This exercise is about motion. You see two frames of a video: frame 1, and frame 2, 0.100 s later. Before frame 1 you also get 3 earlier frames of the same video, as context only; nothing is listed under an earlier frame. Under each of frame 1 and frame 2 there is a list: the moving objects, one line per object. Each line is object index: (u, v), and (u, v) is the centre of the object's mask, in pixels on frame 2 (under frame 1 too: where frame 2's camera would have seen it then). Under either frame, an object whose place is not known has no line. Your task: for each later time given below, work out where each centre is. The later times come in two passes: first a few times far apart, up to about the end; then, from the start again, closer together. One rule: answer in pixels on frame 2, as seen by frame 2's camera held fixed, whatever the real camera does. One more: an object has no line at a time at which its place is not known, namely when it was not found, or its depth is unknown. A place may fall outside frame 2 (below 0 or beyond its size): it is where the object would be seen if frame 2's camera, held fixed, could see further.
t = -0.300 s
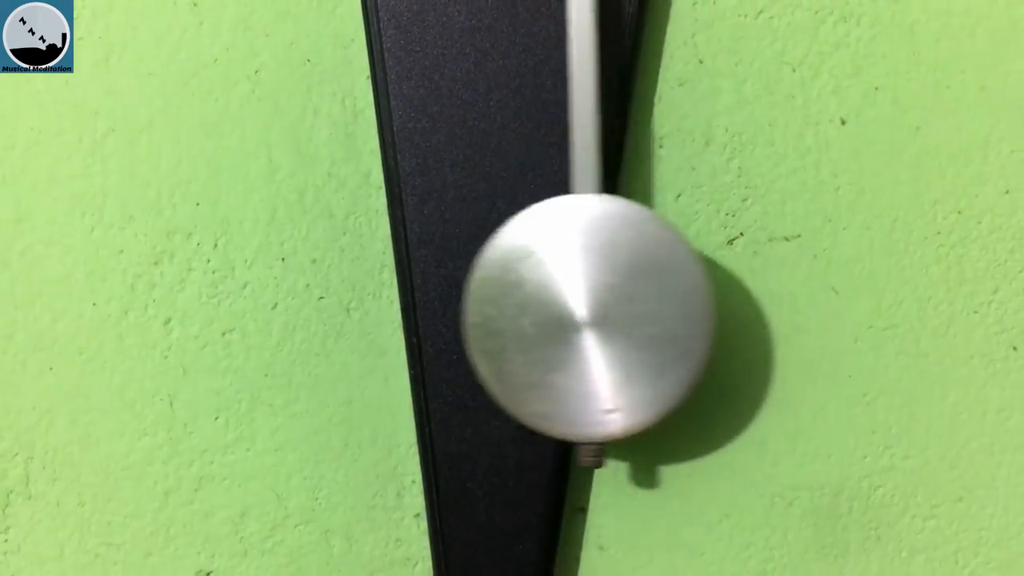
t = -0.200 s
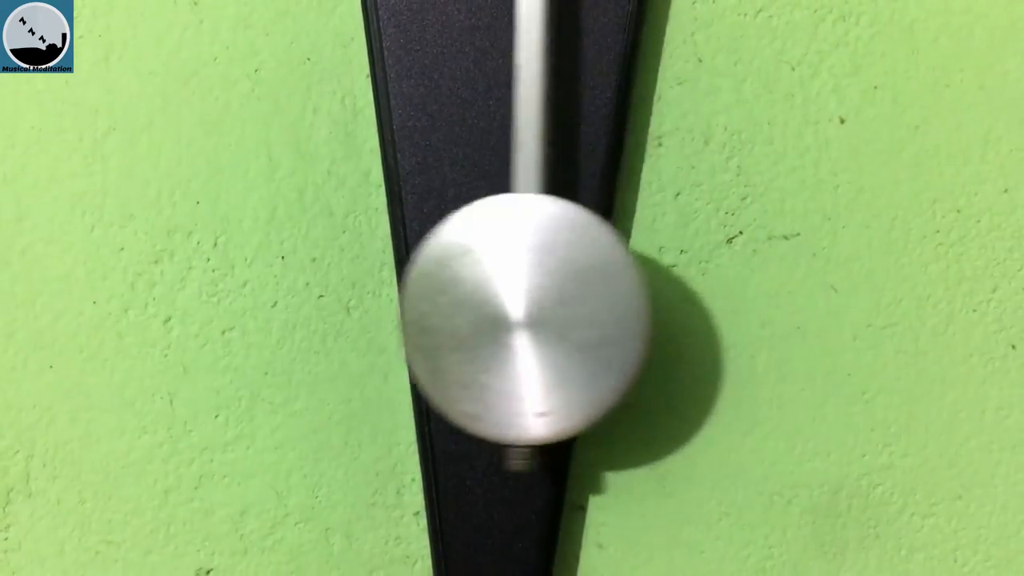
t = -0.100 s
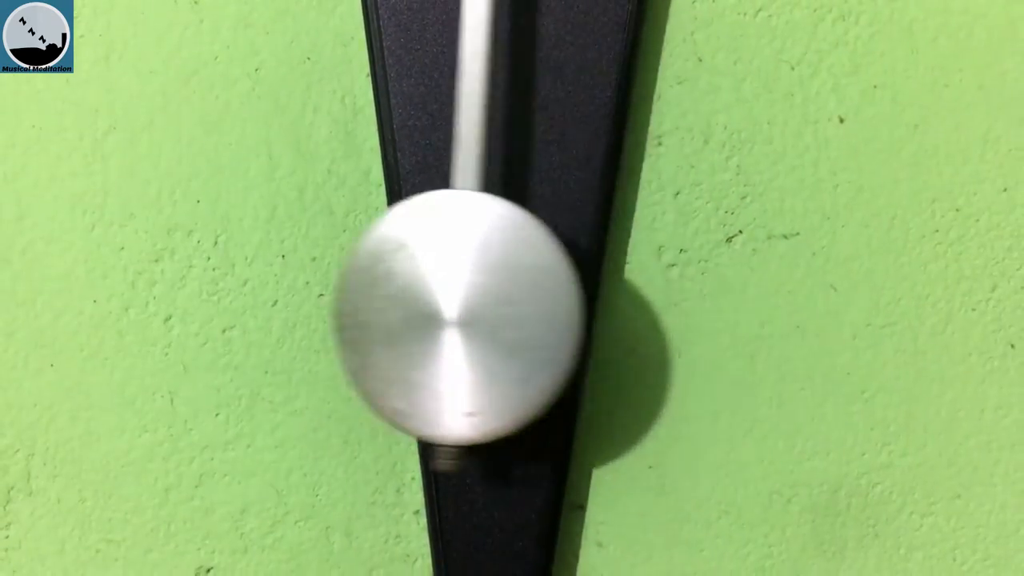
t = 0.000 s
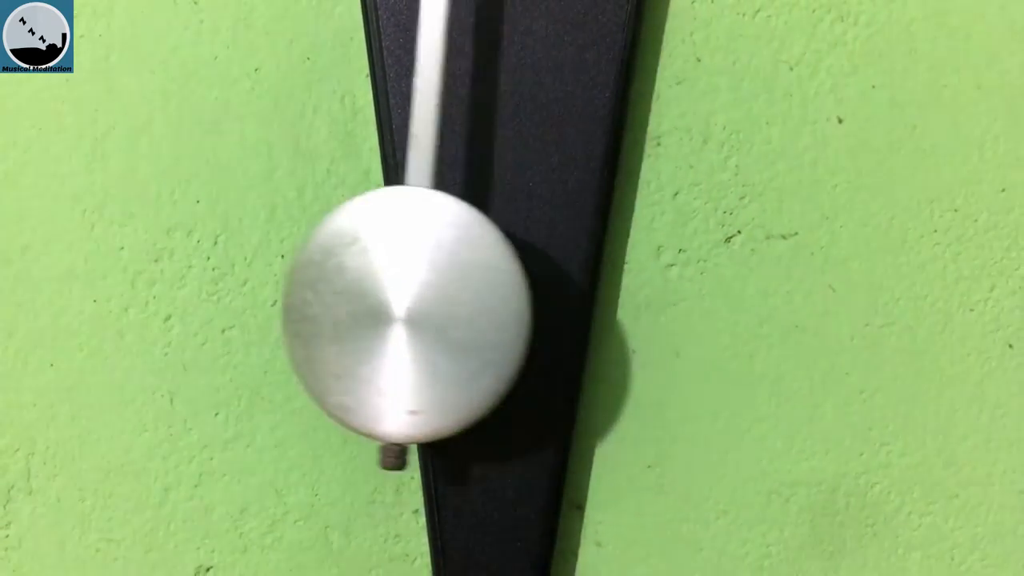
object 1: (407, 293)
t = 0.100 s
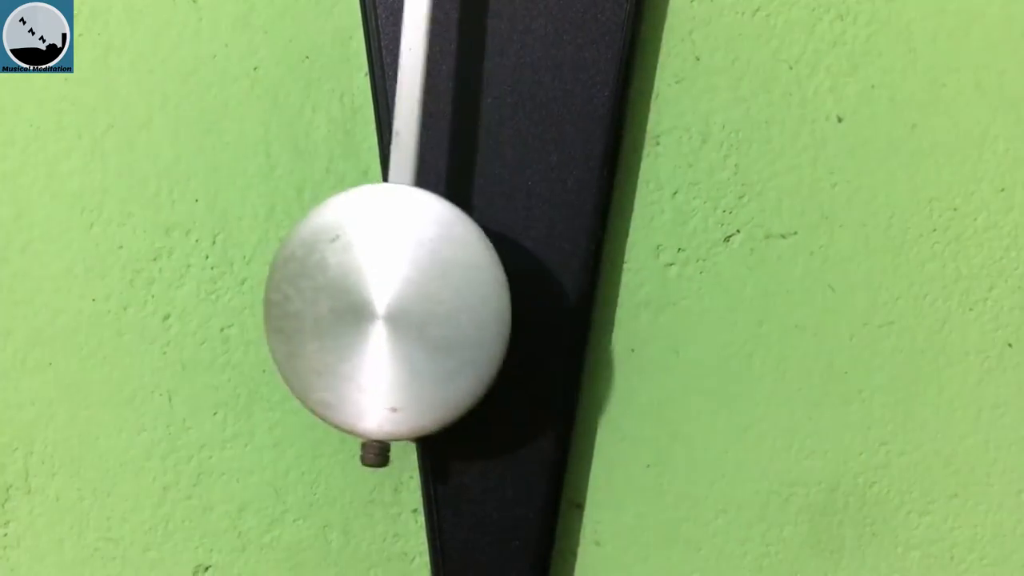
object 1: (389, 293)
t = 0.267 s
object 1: (442, 291)
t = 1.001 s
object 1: (500, 294)
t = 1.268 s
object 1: (388, 289)
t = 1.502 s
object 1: (475, 289)
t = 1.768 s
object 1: (630, 293)
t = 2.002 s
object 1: (608, 292)
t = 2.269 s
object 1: (449, 286)
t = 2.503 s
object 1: (404, 287)
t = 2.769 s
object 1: (538, 294)
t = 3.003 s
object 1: (638, 293)
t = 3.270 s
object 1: (550, 288)
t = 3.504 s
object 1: (418, 287)
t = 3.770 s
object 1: (434, 290)
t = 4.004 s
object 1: (574, 290)
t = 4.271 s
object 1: (627, 289)
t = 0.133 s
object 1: (392, 293)
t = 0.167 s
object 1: (399, 293)
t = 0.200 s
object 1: (410, 293)
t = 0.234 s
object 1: (425, 291)
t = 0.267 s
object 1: (442, 291)
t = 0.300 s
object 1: (462, 289)
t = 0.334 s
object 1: (483, 290)
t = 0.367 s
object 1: (505, 290)
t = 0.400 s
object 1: (526, 289)
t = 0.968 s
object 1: (524, 294)
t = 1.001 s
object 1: (500, 294)
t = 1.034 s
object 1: (478, 294)
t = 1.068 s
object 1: (457, 293)
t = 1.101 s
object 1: (437, 292)
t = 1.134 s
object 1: (420, 291)
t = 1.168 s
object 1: (406, 291)
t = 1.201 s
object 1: (396, 290)
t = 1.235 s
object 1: (390, 290)
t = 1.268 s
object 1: (388, 289)
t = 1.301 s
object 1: (390, 289)
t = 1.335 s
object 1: (396, 288)
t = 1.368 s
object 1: (406, 286)
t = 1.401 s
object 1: (419, 287)
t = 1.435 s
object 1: (436, 287)
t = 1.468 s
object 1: (454, 288)
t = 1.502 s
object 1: (475, 289)
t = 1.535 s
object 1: (497, 289)
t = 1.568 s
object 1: (518, 291)
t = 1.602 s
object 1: (540, 290)
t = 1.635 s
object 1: (562, 291)
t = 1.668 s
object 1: (583, 292)
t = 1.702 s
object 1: (602, 292)
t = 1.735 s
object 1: (617, 293)
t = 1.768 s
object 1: (630, 293)
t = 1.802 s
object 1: (640, 293)
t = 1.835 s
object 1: (645, 294)
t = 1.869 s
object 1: (645, 294)
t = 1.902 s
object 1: (642, 294)
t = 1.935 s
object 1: (634, 294)
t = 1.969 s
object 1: (623, 294)
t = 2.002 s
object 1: (608, 292)
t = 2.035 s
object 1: (590, 292)
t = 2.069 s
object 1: (572, 290)
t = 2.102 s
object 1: (550, 291)
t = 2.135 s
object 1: (528, 289)
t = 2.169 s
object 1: (508, 289)
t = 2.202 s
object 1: (487, 288)
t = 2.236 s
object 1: (468, 286)
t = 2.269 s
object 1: (449, 286)
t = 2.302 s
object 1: (432, 286)
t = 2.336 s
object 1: (420, 285)
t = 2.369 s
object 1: (409, 285)
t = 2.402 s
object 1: (402, 284)
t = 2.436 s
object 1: (399, 285)
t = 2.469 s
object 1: (400, 286)
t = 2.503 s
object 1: (404, 287)
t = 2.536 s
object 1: (412, 288)
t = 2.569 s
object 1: (424, 289)
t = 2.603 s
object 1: (439, 289)
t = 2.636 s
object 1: (456, 290)
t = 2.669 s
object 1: (475, 291)
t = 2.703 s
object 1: (497, 291)
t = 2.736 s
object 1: (517, 292)
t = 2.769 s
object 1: (538, 294)
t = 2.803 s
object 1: (559, 294)
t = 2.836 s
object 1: (579, 294)
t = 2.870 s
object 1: (597, 294)
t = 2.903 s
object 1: (613, 294)
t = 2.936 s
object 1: (625, 293)
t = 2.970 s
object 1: (634, 293)
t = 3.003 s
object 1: (638, 293)
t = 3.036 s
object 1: (639, 292)
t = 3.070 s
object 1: (636, 291)
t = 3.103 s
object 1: (629, 291)
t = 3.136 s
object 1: (618, 290)
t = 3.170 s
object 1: (604, 289)
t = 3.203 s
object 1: (588, 289)
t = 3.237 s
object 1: (569, 288)
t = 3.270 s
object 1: (550, 288)
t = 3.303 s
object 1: (529, 288)
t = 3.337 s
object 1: (509, 287)
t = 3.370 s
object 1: (489, 287)
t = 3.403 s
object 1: (469, 286)
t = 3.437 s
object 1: (450, 285)
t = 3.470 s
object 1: (433, 286)
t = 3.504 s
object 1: (418, 287)
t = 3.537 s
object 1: (407, 288)
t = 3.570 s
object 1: (400, 288)
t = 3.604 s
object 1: (396, 289)
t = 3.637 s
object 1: (395, 289)
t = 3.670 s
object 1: (399, 290)
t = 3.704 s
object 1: (407, 290)
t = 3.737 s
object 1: (419, 291)
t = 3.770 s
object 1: (434, 290)
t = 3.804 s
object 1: (452, 290)
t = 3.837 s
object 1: (472, 291)
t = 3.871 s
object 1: (492, 291)
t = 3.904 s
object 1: (513, 291)
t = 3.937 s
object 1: (533, 292)
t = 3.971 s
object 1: (554, 291)
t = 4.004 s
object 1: (574, 290)
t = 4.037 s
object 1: (592, 291)
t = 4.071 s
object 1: (607, 291)
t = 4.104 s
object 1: (619, 291)
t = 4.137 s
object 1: (628, 291)
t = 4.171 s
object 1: (634, 290)
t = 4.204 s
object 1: (635, 290)
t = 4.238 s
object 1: (633, 290)
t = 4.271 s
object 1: (627, 289)
